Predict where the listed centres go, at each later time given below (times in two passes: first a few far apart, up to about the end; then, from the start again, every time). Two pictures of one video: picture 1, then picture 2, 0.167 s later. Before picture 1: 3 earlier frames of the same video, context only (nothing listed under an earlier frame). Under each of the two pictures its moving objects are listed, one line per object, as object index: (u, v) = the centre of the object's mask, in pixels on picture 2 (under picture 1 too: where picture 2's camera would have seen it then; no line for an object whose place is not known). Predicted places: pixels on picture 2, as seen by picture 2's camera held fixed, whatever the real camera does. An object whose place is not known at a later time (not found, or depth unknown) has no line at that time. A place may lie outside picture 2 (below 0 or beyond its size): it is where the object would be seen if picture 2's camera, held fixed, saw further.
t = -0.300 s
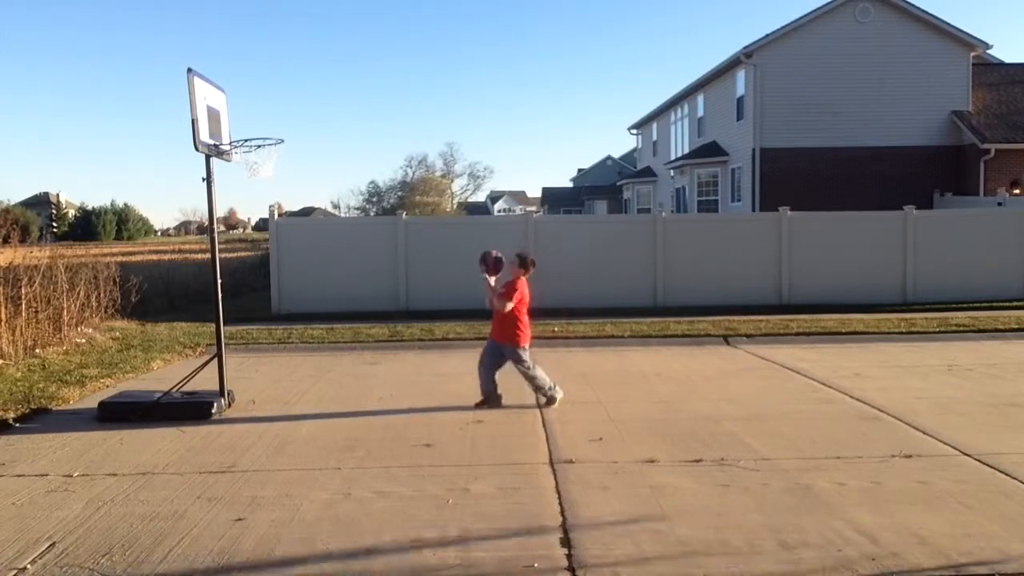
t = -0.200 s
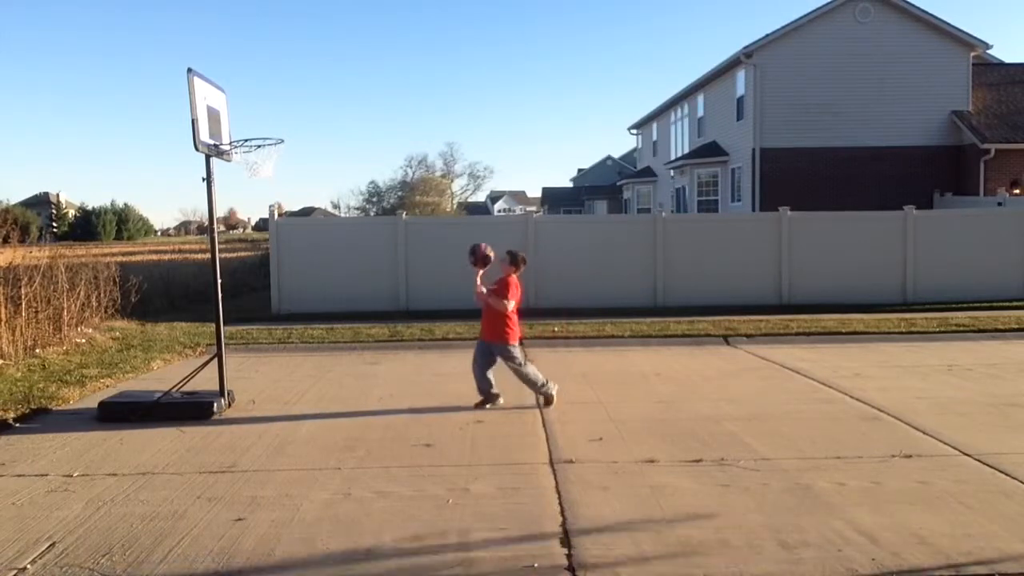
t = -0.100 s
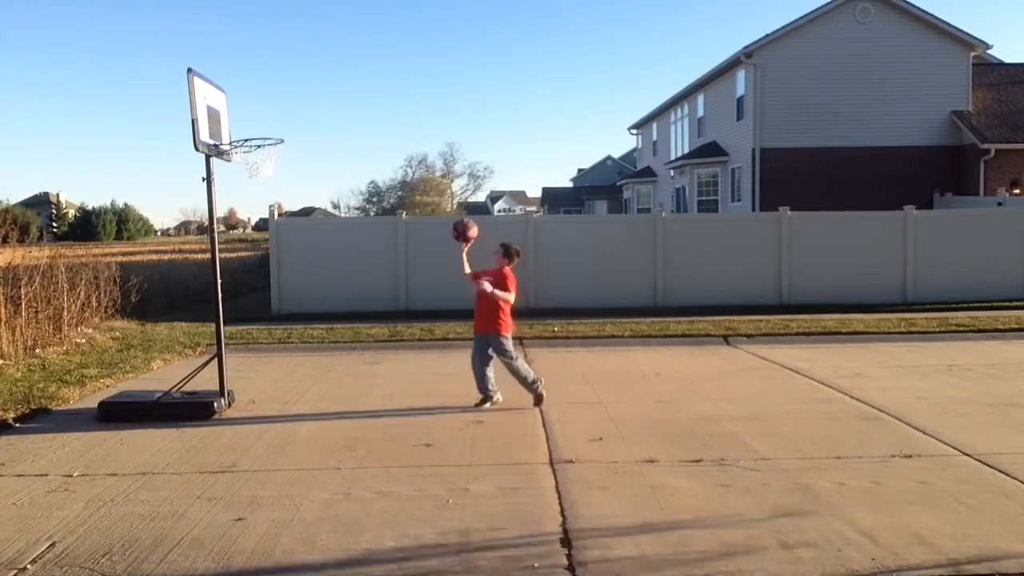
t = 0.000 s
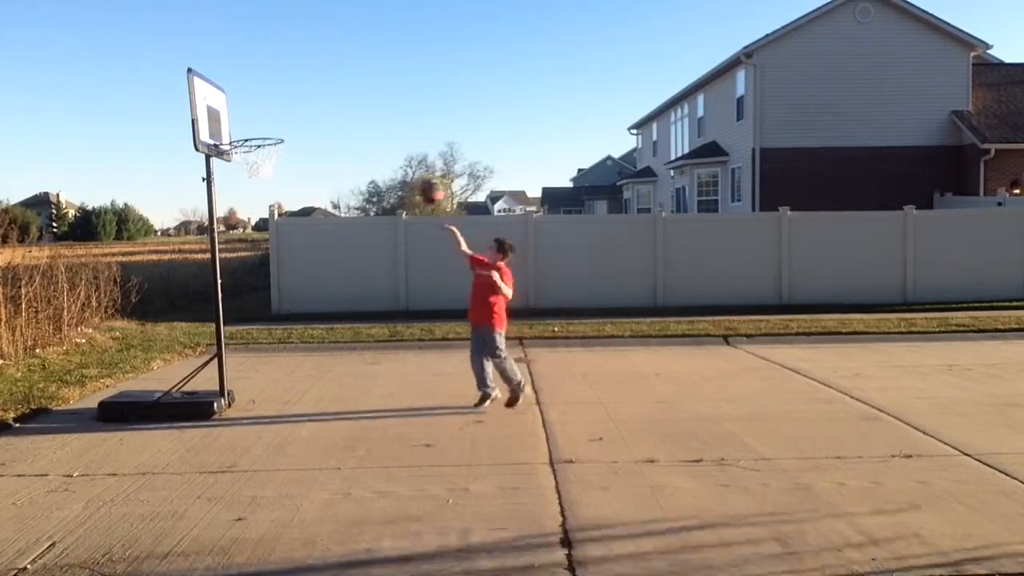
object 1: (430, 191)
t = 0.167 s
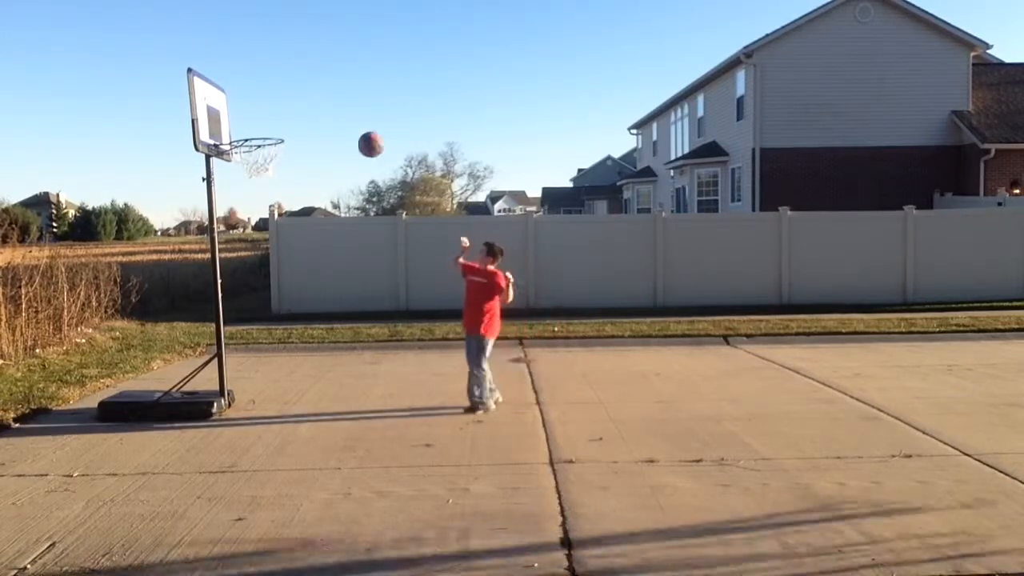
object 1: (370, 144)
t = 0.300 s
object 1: (323, 127)
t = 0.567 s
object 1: (265, 116)
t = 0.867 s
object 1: (248, 139)
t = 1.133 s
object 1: (270, 169)
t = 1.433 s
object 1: (281, 252)
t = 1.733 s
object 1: (286, 385)
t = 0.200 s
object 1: (359, 138)
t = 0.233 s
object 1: (346, 133)
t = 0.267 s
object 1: (335, 130)
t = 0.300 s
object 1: (323, 127)
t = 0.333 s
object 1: (310, 126)
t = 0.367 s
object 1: (298, 126)
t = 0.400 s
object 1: (286, 127)
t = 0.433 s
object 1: (280, 124)
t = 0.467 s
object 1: (276, 120)
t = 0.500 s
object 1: (272, 118)
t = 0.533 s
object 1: (269, 116)
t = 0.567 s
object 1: (265, 116)
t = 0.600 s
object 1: (260, 117)
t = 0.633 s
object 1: (257, 119)
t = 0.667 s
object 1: (253, 122)
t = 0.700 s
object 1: (249, 127)
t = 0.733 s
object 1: (245, 132)
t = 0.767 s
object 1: (245, 133)
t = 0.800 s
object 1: (247, 135)
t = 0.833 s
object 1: (247, 136)
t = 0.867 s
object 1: (248, 139)
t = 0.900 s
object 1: (249, 143)
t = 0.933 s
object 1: (252, 144)
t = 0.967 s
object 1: (255, 146)
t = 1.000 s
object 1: (258, 149)
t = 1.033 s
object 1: (262, 153)
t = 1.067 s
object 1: (265, 158)
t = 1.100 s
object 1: (268, 164)
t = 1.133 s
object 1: (270, 169)
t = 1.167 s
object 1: (271, 175)
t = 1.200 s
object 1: (273, 180)
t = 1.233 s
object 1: (274, 187)
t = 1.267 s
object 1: (275, 194)
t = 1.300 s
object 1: (276, 203)
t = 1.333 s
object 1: (278, 214)
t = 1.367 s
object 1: (280, 225)
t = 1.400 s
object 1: (280, 238)
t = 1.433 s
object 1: (281, 252)
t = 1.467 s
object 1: (281, 267)
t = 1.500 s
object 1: (283, 283)
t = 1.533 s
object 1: (284, 299)
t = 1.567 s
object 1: (284, 320)
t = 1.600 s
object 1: (286, 340)
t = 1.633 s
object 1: (286, 360)
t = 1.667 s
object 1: (287, 384)
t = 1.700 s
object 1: (288, 401)
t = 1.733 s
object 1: (286, 385)
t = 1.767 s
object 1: (285, 370)
